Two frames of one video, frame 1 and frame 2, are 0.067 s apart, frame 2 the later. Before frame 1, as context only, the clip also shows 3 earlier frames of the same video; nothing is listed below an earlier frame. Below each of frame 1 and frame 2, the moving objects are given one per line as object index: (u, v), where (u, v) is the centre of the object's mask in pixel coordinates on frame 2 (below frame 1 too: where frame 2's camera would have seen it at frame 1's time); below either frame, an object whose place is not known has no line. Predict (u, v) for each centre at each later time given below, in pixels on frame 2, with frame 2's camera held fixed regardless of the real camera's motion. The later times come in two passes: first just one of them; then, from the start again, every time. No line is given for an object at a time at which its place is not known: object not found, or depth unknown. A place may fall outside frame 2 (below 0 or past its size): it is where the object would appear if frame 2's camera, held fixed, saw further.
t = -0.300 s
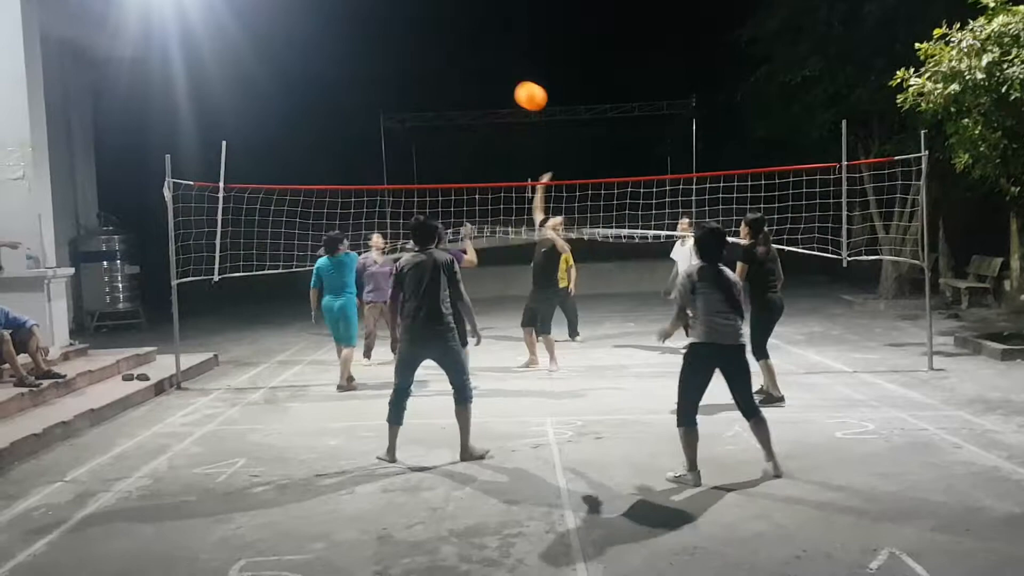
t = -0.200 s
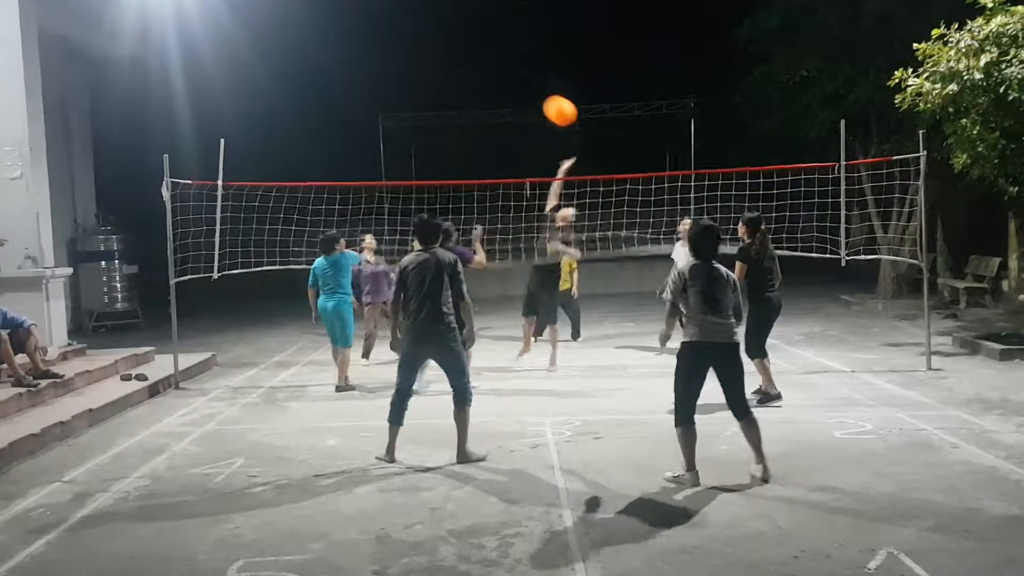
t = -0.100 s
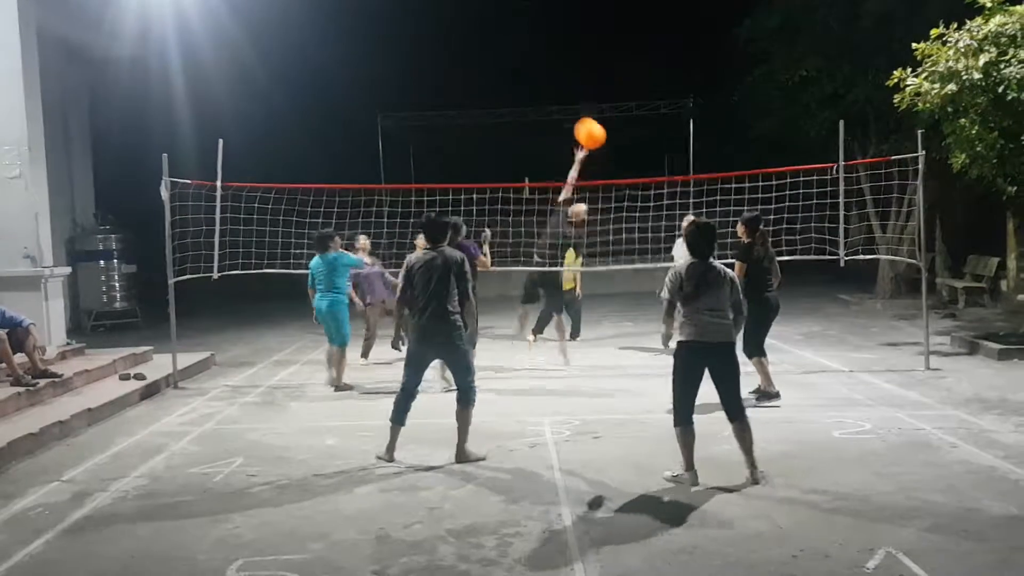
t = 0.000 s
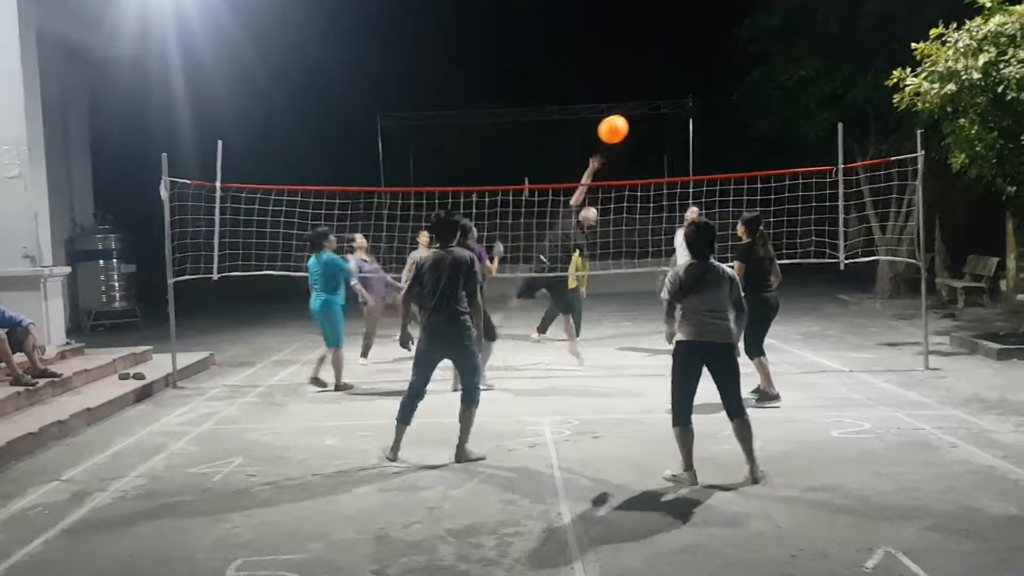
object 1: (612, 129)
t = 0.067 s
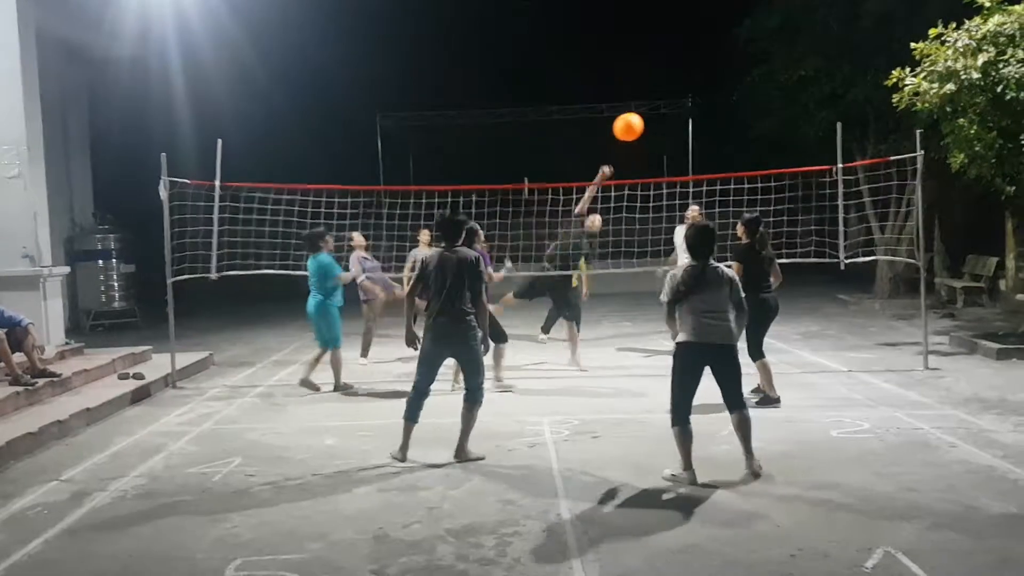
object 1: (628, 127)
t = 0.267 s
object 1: (678, 147)
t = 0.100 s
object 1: (636, 127)
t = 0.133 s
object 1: (645, 129)
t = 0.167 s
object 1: (653, 132)
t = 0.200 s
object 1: (661, 135)
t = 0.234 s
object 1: (669, 141)
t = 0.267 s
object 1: (678, 147)
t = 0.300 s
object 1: (686, 154)
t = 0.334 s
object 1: (694, 164)
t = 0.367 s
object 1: (702, 173)
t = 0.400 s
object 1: (710, 185)
